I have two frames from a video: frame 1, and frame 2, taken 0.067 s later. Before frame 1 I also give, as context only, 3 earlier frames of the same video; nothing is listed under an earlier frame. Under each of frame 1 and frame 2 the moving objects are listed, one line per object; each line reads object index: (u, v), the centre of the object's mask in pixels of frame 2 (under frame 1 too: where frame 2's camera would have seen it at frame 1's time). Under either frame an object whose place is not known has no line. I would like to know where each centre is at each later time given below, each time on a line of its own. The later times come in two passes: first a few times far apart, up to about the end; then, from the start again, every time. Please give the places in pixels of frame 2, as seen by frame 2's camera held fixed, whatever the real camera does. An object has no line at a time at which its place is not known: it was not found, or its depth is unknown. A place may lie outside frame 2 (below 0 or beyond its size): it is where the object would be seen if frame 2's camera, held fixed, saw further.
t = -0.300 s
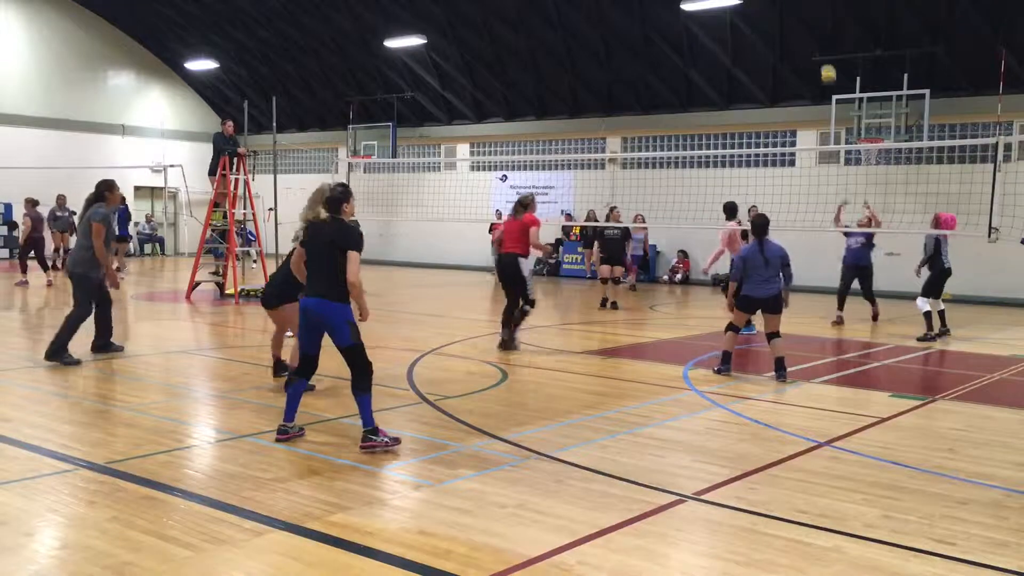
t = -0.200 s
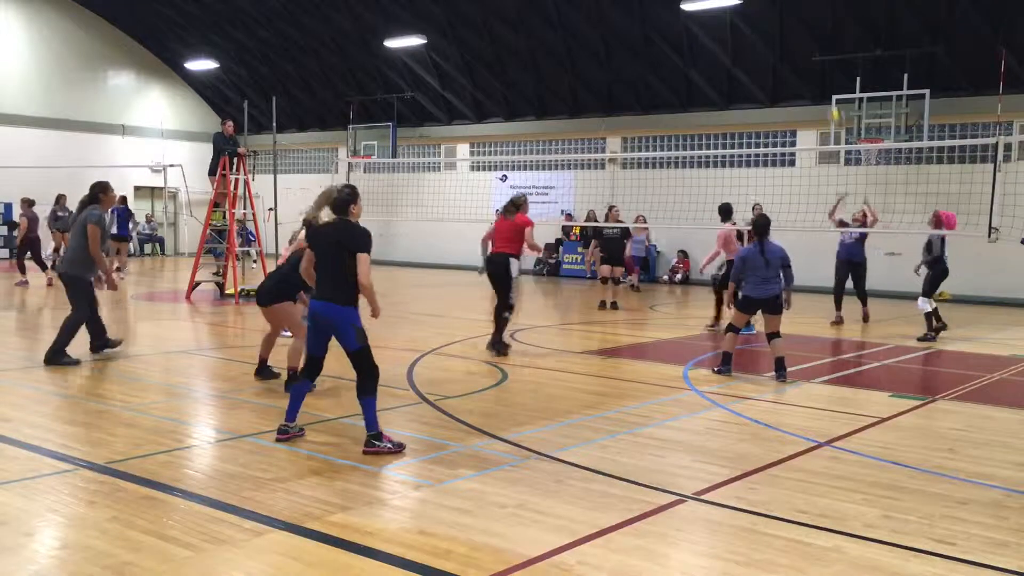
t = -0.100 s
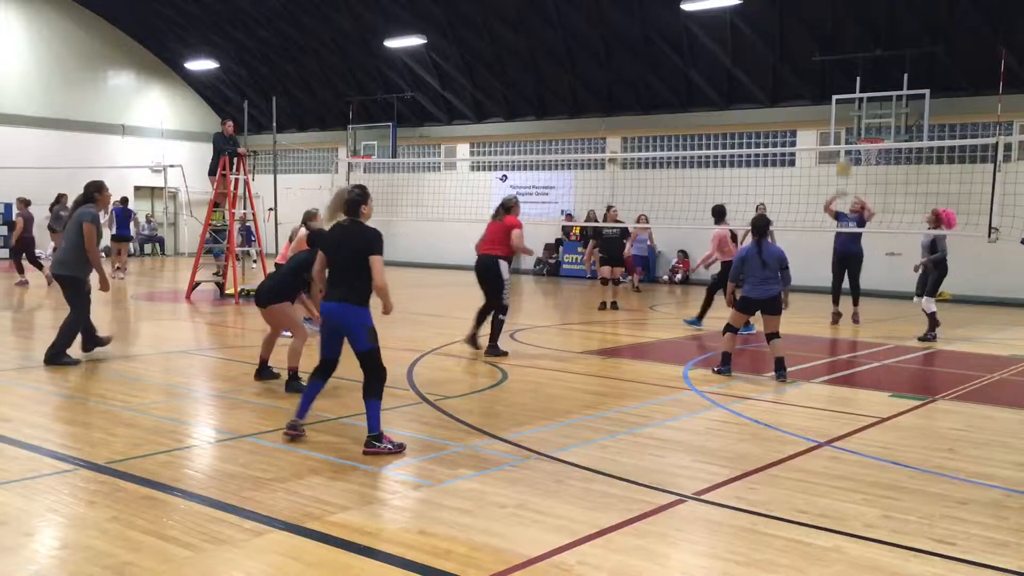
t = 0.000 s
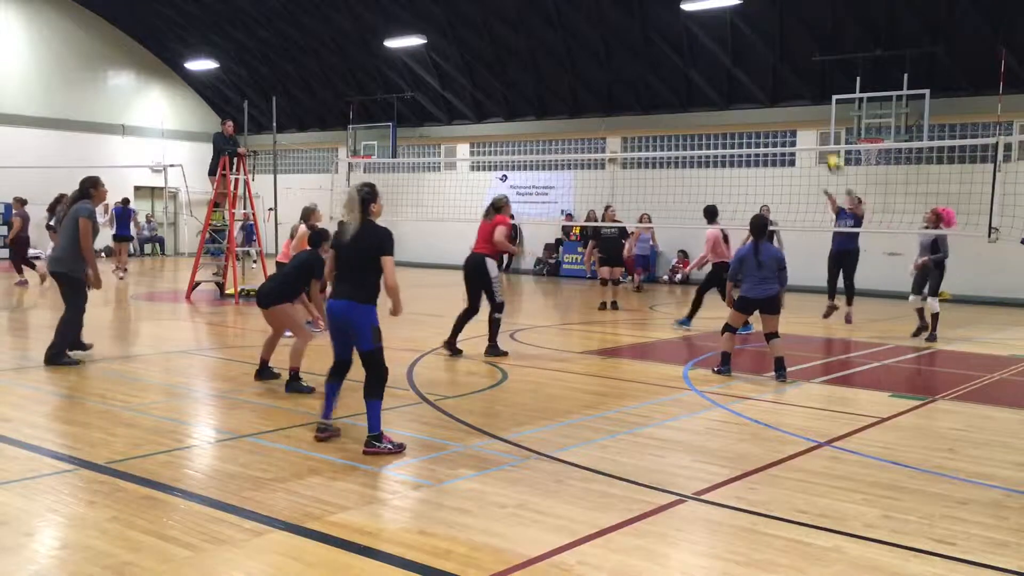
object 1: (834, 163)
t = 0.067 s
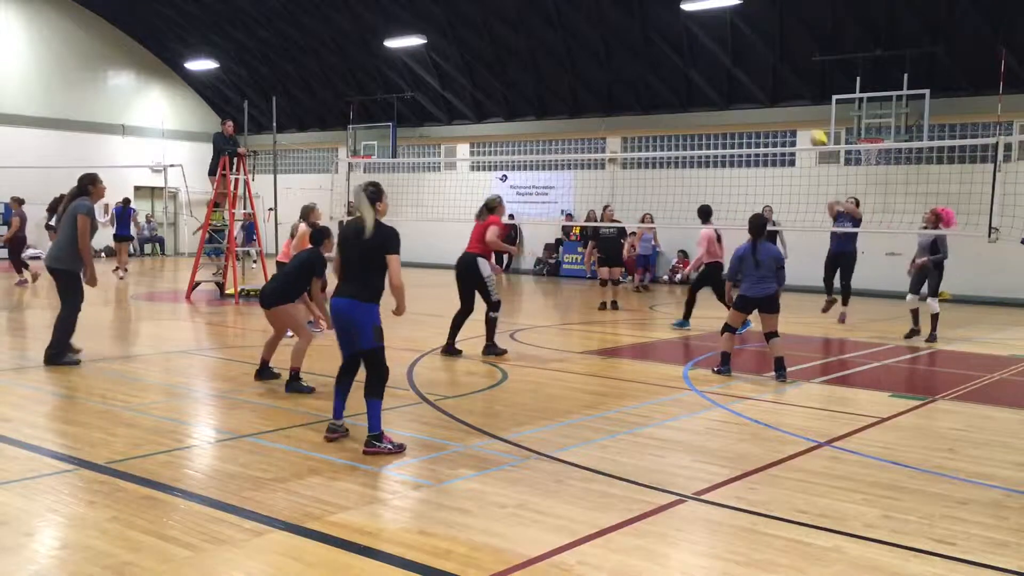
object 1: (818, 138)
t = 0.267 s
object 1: (762, 77)
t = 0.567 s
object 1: (645, 18)
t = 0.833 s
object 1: (487, 54)
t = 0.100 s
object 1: (810, 128)
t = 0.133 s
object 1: (803, 114)
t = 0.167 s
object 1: (793, 107)
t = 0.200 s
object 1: (783, 95)
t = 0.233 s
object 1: (773, 87)
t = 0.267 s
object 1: (762, 77)
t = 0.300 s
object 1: (750, 68)
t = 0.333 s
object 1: (738, 58)
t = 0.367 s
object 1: (727, 50)
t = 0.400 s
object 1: (715, 43)
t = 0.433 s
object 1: (702, 36)
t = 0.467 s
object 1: (688, 30)
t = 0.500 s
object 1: (674, 25)
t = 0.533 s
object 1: (660, 22)
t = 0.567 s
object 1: (645, 18)
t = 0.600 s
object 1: (628, 17)
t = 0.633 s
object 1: (611, 17)
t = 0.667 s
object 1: (593, 18)
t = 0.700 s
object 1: (575, 21)
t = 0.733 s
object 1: (554, 26)
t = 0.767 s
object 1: (534, 33)
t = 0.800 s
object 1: (511, 43)
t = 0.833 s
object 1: (487, 54)
